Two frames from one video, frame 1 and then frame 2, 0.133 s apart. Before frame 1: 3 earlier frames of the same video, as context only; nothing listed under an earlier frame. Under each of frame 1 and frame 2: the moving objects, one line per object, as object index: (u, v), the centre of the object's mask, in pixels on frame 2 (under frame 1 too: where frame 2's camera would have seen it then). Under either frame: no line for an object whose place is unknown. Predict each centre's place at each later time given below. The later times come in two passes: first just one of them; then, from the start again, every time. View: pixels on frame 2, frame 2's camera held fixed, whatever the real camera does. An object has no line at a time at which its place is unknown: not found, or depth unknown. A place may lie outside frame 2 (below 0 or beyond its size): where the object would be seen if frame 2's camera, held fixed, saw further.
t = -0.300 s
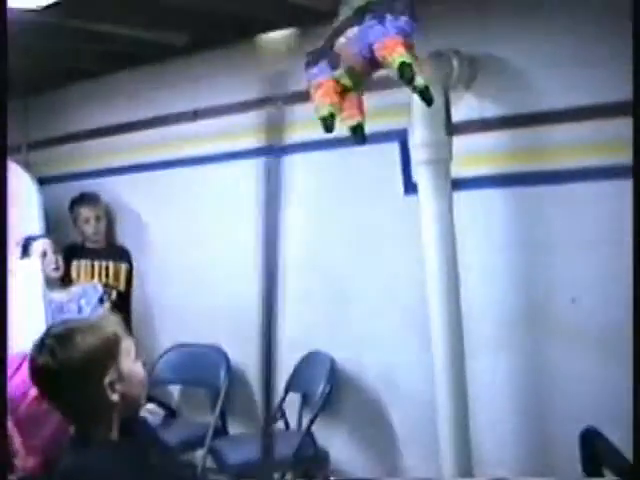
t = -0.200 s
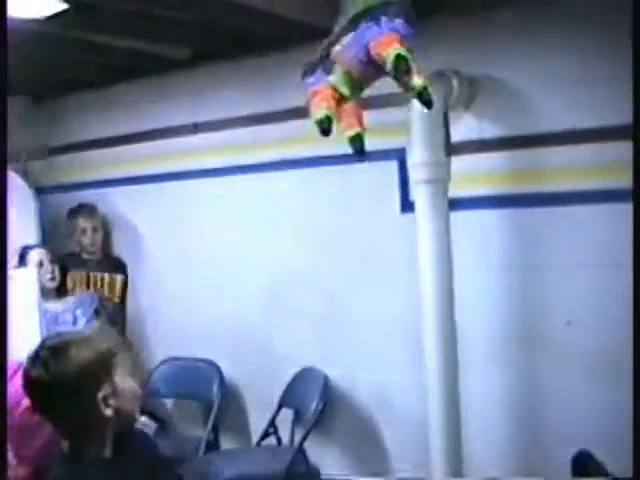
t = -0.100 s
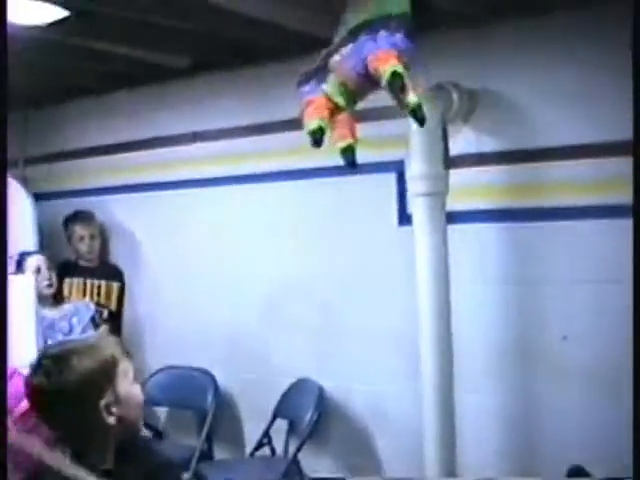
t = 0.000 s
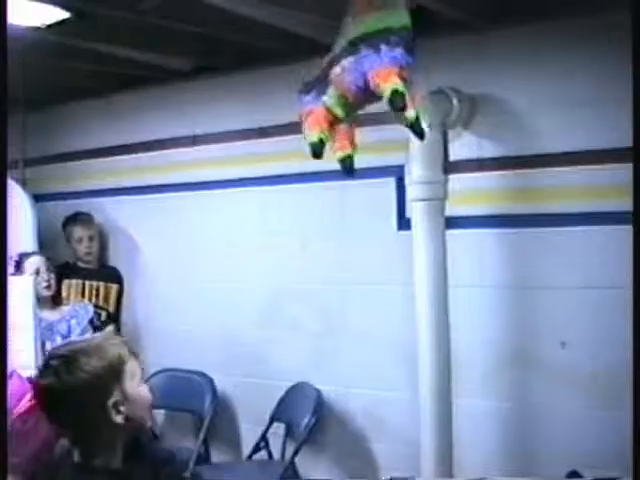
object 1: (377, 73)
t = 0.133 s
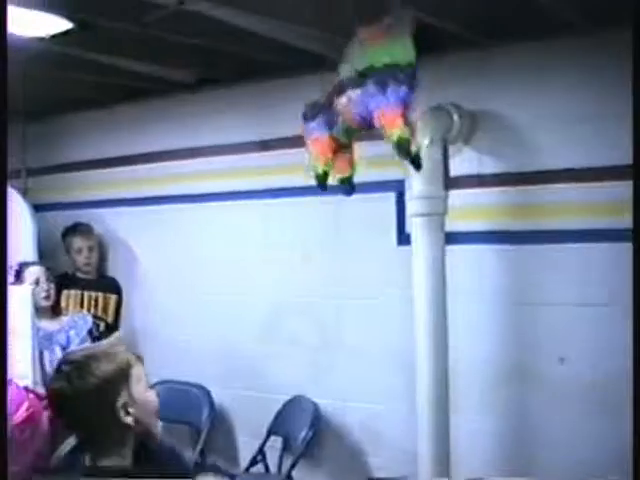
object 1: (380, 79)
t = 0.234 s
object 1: (382, 86)
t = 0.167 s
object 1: (380, 86)
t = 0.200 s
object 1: (382, 83)
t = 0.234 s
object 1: (382, 86)
